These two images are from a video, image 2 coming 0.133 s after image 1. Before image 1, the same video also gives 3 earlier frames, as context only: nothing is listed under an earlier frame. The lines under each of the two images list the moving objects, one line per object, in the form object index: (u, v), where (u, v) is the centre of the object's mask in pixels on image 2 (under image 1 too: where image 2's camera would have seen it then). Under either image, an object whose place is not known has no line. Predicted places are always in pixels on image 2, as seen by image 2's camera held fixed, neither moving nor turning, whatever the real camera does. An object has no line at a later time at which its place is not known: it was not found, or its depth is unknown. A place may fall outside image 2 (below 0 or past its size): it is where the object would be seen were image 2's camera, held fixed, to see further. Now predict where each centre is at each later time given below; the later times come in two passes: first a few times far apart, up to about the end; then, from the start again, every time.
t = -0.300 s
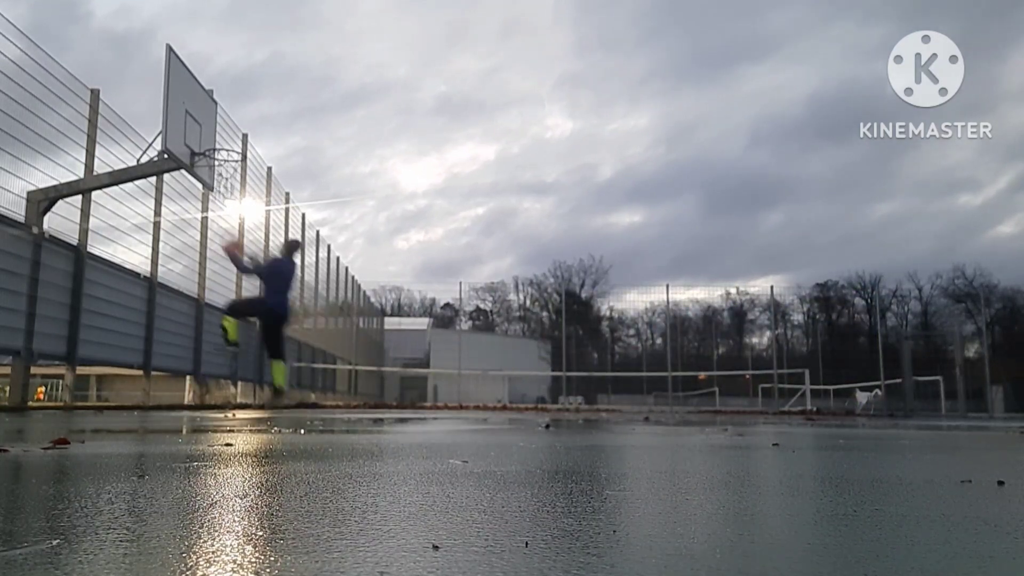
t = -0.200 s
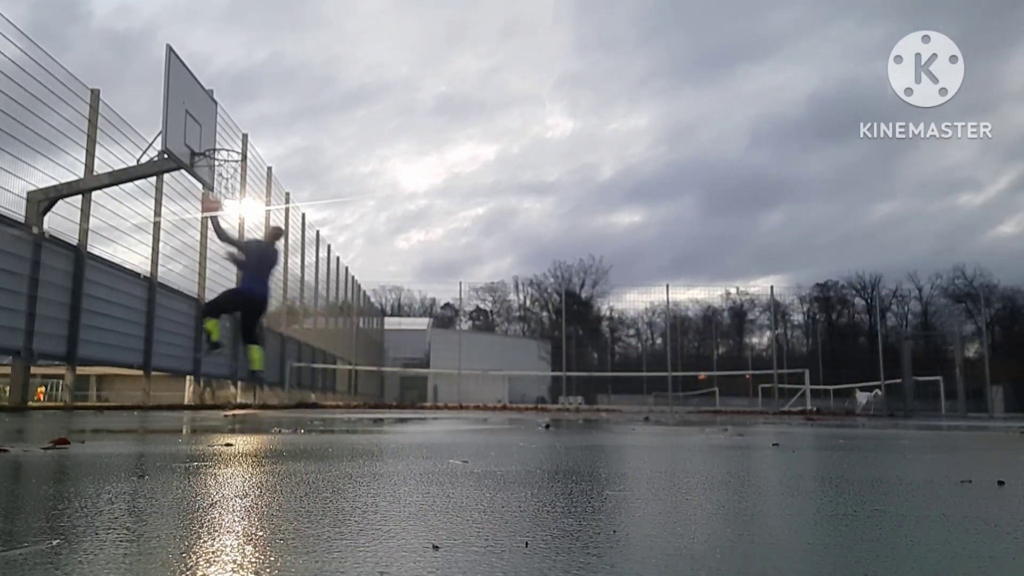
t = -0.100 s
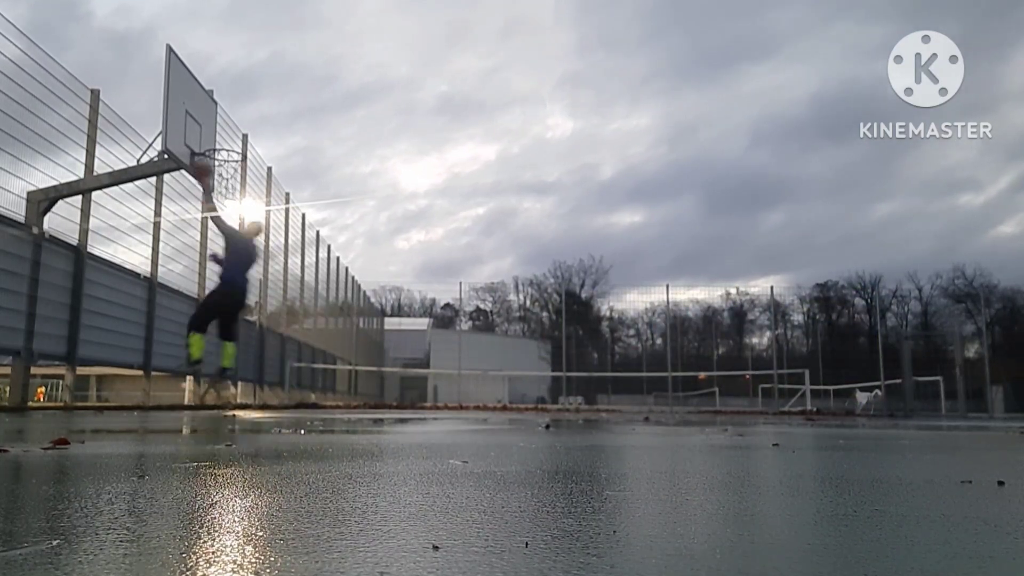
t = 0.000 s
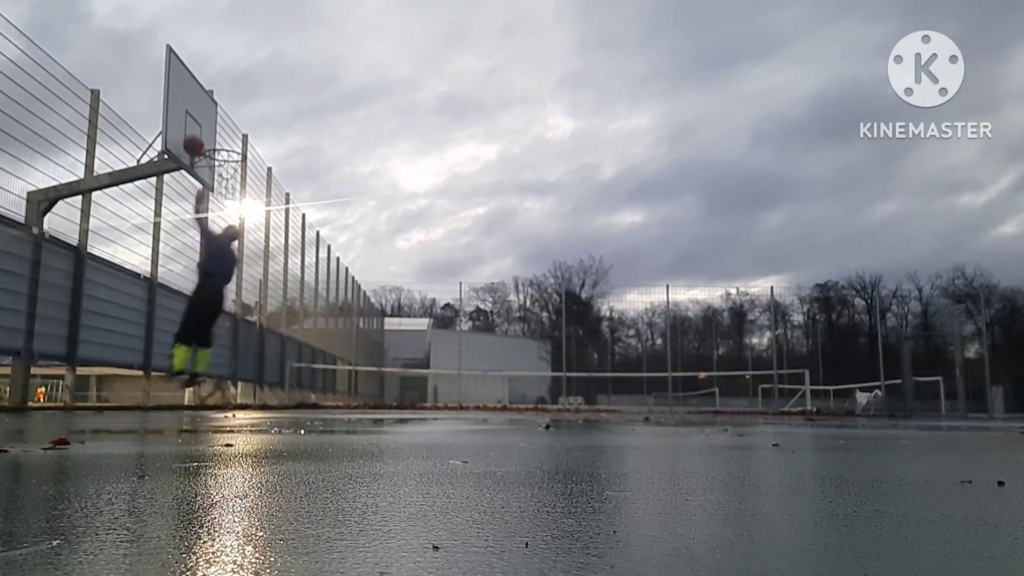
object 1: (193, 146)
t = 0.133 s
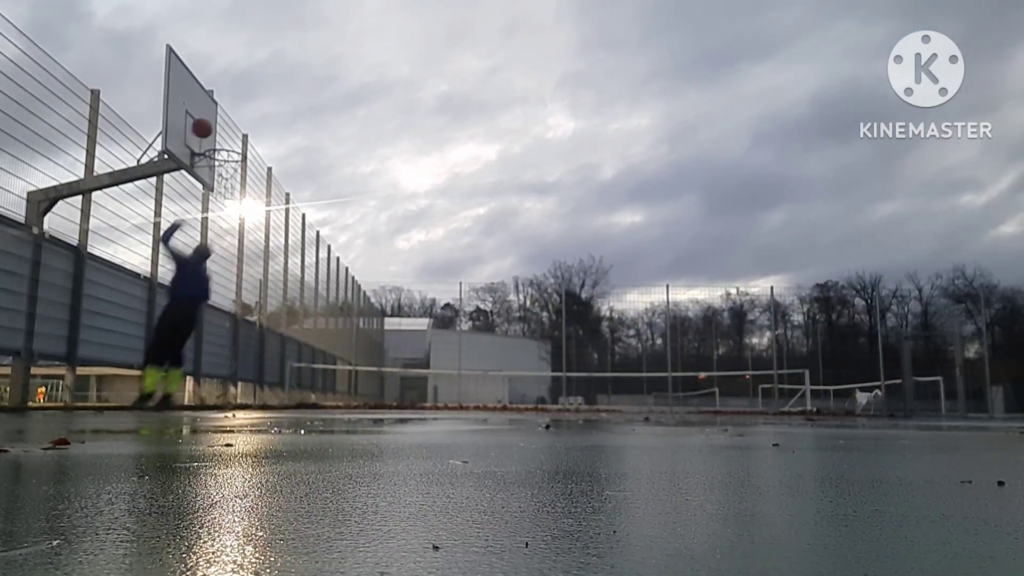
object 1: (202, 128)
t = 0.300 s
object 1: (221, 129)
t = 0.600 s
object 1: (226, 152)
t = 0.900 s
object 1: (225, 169)
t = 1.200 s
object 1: (223, 192)
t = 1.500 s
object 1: (218, 268)
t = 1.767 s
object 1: (207, 400)
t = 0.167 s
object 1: (206, 127)
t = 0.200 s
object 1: (210, 126)
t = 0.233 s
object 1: (214, 126)
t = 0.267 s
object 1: (218, 127)
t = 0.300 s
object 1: (221, 129)
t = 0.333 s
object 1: (225, 132)
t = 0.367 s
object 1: (229, 136)
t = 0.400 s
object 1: (232, 141)
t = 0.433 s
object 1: (234, 145)
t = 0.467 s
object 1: (233, 145)
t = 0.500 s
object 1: (232, 145)
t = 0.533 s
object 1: (230, 146)
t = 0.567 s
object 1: (228, 148)
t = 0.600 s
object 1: (226, 152)
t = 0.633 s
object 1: (224, 155)
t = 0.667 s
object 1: (223, 160)
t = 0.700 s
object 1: (222, 164)
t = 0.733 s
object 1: (222, 167)
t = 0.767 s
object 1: (222, 168)
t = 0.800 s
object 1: (223, 168)
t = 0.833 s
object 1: (224, 168)
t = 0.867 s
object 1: (225, 168)
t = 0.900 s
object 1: (225, 169)
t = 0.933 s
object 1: (225, 170)
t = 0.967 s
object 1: (225, 172)
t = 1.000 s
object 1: (225, 174)
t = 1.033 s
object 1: (225, 177)
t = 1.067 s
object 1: (225, 180)
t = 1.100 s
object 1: (225, 182)
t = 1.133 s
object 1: (224, 184)
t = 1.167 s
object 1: (224, 188)
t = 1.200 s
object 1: (223, 192)
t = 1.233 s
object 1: (223, 196)
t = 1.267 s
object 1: (222, 202)
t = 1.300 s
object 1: (221, 208)
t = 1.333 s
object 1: (221, 216)
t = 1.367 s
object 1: (221, 225)
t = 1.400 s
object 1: (220, 234)
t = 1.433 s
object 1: (219, 245)
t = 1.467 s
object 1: (219, 256)
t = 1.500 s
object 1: (218, 268)
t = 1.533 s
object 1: (216, 281)
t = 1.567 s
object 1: (216, 296)
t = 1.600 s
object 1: (212, 314)
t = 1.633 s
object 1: (212, 330)
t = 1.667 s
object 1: (210, 349)
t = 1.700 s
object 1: (208, 367)
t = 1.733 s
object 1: (209, 386)
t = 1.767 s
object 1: (207, 400)
